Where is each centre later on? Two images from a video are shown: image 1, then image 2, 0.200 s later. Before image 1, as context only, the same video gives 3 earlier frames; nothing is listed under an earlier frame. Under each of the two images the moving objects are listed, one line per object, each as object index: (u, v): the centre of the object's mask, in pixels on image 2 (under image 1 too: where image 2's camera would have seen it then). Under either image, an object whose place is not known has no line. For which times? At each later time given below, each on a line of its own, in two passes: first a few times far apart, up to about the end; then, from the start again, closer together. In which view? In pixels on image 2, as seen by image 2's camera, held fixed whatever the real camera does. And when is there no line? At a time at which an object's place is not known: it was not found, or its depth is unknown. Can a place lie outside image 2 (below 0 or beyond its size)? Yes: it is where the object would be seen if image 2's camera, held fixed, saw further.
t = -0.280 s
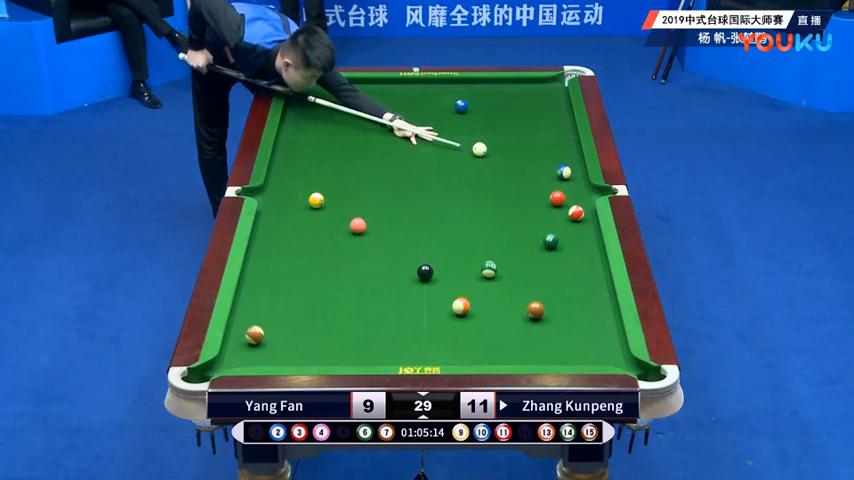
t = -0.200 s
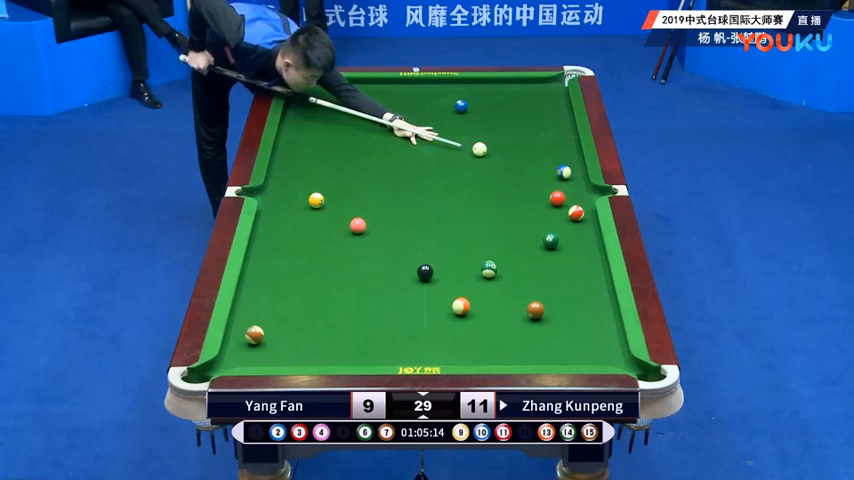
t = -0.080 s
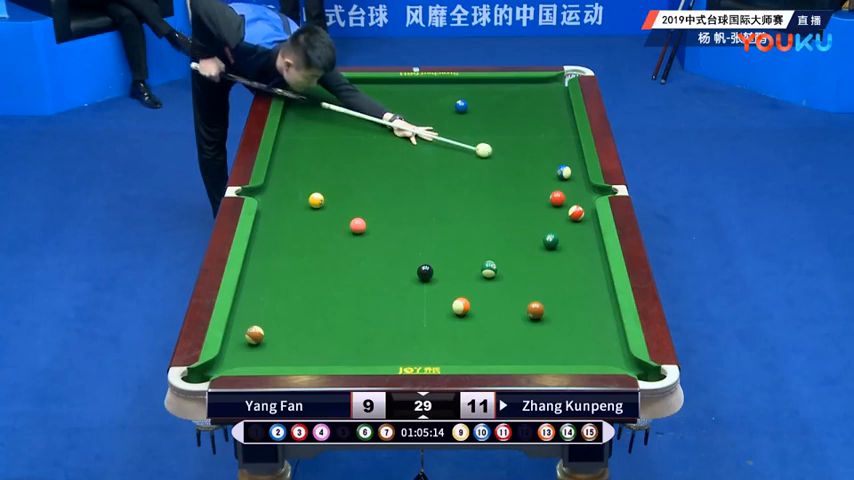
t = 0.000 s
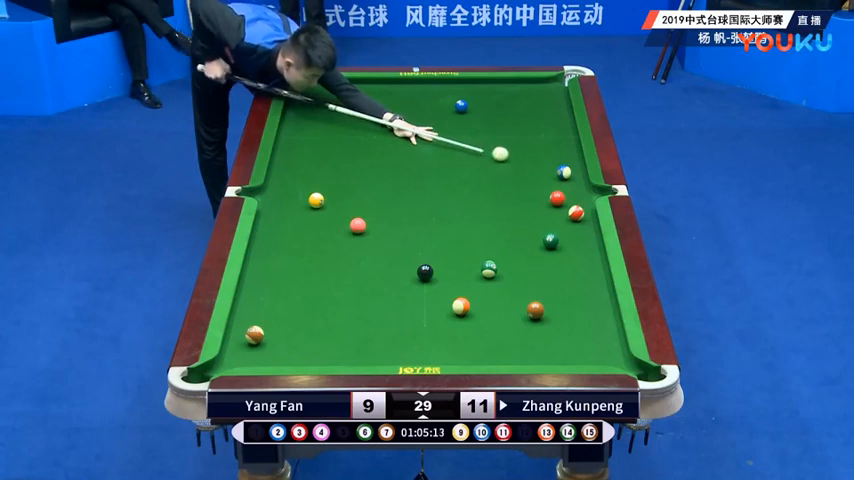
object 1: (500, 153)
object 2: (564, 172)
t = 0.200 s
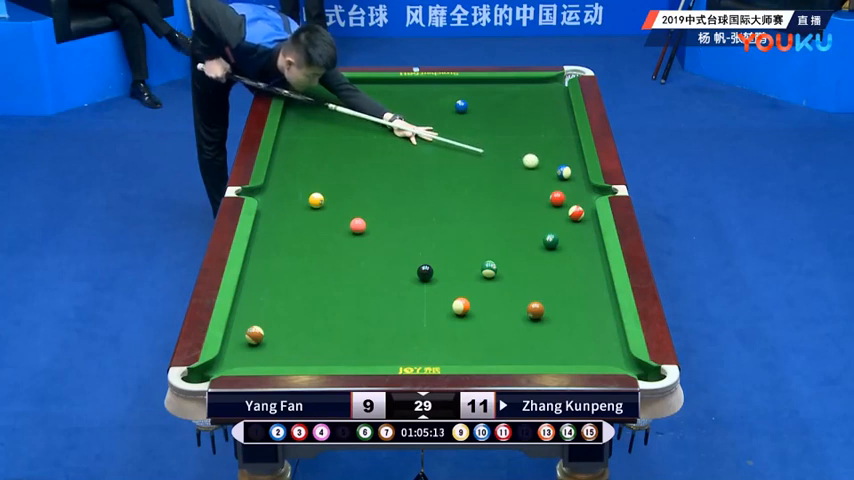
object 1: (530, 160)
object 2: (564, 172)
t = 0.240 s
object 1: (536, 162)
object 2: (564, 172)
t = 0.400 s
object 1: (556, 165)
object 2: (565, 173)
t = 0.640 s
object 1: (577, 165)
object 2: (575, 180)
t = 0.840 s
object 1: (570, 164)
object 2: (583, 185)
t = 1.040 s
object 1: (561, 162)
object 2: (591, 190)
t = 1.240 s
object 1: (552, 161)
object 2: (600, 194)
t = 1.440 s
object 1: (545, 160)
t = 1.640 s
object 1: (538, 160)
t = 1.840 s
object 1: (533, 159)
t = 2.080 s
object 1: (528, 158)
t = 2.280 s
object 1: (523, 158)
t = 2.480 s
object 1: (520, 158)
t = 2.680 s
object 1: (518, 158)
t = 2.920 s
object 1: (516, 158)
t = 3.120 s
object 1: (516, 158)
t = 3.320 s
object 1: (516, 158)
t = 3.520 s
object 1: (516, 157)
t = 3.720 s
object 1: (516, 157)
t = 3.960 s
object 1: (516, 157)
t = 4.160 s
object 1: (516, 157)
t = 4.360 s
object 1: (515, 157)
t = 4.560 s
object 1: (516, 157)
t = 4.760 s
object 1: (515, 157)
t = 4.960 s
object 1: (515, 157)
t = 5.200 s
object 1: (516, 157)
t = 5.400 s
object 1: (516, 157)
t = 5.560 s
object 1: (516, 157)
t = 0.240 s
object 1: (536, 162)
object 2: (564, 172)
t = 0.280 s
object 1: (542, 163)
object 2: (564, 172)
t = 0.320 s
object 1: (547, 164)
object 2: (564, 172)
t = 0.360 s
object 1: (552, 165)
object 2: (564, 172)
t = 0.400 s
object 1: (556, 165)
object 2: (565, 173)
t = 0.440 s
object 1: (559, 165)
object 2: (567, 175)
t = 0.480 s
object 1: (563, 164)
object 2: (569, 176)
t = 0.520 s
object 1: (567, 164)
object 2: (570, 177)
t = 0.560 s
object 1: (571, 164)
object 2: (572, 178)
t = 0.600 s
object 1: (574, 164)
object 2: (574, 179)
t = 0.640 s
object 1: (577, 165)
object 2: (575, 180)
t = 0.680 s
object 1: (578, 165)
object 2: (577, 181)
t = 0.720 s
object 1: (576, 164)
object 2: (578, 182)
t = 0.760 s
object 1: (573, 164)
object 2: (580, 183)
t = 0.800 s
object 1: (572, 164)
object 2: (582, 184)
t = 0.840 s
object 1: (570, 164)
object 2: (583, 185)
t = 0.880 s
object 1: (568, 163)
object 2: (585, 186)
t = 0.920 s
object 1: (566, 163)
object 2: (587, 187)
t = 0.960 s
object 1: (564, 163)
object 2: (588, 188)
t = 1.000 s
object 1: (562, 163)
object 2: (590, 189)
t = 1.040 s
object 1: (561, 162)
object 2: (591, 190)
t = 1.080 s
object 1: (559, 162)
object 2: (592, 191)
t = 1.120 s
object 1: (557, 162)
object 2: (593, 192)
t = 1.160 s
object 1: (556, 162)
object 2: (595, 192)
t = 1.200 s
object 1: (554, 162)
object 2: (597, 192)
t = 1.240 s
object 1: (552, 161)
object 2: (600, 194)
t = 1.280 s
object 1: (551, 161)
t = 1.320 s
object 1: (549, 161)
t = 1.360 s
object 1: (548, 161)
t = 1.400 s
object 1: (546, 161)
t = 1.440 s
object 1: (545, 160)
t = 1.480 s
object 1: (544, 160)
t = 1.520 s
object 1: (542, 160)
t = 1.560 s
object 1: (541, 160)
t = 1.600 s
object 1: (540, 160)
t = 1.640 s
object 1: (538, 160)
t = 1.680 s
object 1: (537, 160)
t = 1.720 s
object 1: (536, 159)
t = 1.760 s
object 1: (535, 159)
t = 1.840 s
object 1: (533, 159)
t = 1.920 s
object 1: (531, 159)
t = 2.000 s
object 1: (530, 159)
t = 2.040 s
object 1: (529, 159)
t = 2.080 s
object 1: (528, 158)
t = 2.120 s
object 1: (527, 158)
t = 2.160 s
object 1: (526, 158)
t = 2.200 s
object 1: (525, 158)
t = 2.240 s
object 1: (524, 158)
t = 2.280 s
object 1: (523, 158)
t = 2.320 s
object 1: (522, 158)
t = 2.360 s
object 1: (522, 158)
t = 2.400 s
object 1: (521, 158)
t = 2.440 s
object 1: (521, 158)
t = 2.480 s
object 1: (520, 158)
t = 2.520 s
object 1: (520, 158)
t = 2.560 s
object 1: (519, 158)
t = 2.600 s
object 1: (519, 158)
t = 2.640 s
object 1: (518, 158)
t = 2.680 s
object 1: (518, 158)
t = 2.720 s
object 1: (517, 158)
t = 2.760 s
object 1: (517, 158)
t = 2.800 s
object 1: (517, 158)
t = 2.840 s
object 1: (517, 158)
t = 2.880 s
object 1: (516, 158)
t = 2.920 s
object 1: (516, 158)
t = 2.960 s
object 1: (516, 158)
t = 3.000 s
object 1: (516, 157)
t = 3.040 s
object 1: (516, 158)
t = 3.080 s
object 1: (516, 158)
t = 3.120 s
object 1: (516, 158)
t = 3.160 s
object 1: (516, 158)
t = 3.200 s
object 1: (516, 158)
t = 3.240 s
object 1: (516, 157)
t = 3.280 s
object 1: (516, 158)
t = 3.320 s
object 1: (516, 158)
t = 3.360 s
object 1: (516, 158)
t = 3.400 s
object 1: (516, 158)
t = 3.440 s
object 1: (516, 158)
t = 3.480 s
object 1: (516, 157)
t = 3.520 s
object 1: (516, 157)
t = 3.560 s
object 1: (516, 157)
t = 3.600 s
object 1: (516, 157)
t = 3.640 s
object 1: (516, 157)
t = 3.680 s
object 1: (516, 157)
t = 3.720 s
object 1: (516, 157)
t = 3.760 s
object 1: (516, 157)
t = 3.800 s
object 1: (516, 157)
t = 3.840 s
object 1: (516, 157)
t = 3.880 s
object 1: (516, 157)
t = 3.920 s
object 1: (516, 157)
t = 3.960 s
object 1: (516, 157)
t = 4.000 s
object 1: (516, 157)
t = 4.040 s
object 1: (516, 157)
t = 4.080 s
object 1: (516, 157)
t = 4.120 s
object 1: (516, 157)
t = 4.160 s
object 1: (516, 157)
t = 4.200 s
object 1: (516, 157)
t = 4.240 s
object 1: (515, 157)
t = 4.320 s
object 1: (516, 157)
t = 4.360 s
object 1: (515, 157)
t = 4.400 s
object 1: (515, 157)
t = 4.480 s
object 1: (515, 157)
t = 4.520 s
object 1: (515, 157)
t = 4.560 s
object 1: (516, 157)
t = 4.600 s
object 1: (516, 157)
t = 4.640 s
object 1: (515, 157)
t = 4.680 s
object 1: (515, 157)
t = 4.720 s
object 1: (516, 157)
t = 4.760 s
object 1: (515, 157)
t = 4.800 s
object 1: (516, 157)
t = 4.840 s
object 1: (516, 157)
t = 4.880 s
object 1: (515, 157)
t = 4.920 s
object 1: (516, 157)
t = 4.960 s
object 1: (515, 157)
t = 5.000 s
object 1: (516, 157)
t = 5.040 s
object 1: (516, 157)
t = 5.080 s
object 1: (516, 157)
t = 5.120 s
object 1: (516, 157)
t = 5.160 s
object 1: (515, 157)
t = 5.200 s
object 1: (516, 157)
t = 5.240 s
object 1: (516, 157)
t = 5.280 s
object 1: (516, 157)
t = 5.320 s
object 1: (516, 157)
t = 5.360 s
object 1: (515, 157)
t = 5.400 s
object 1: (516, 157)
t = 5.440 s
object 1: (516, 157)
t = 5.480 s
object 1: (515, 157)
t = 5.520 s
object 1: (515, 157)
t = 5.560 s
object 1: (516, 157)
